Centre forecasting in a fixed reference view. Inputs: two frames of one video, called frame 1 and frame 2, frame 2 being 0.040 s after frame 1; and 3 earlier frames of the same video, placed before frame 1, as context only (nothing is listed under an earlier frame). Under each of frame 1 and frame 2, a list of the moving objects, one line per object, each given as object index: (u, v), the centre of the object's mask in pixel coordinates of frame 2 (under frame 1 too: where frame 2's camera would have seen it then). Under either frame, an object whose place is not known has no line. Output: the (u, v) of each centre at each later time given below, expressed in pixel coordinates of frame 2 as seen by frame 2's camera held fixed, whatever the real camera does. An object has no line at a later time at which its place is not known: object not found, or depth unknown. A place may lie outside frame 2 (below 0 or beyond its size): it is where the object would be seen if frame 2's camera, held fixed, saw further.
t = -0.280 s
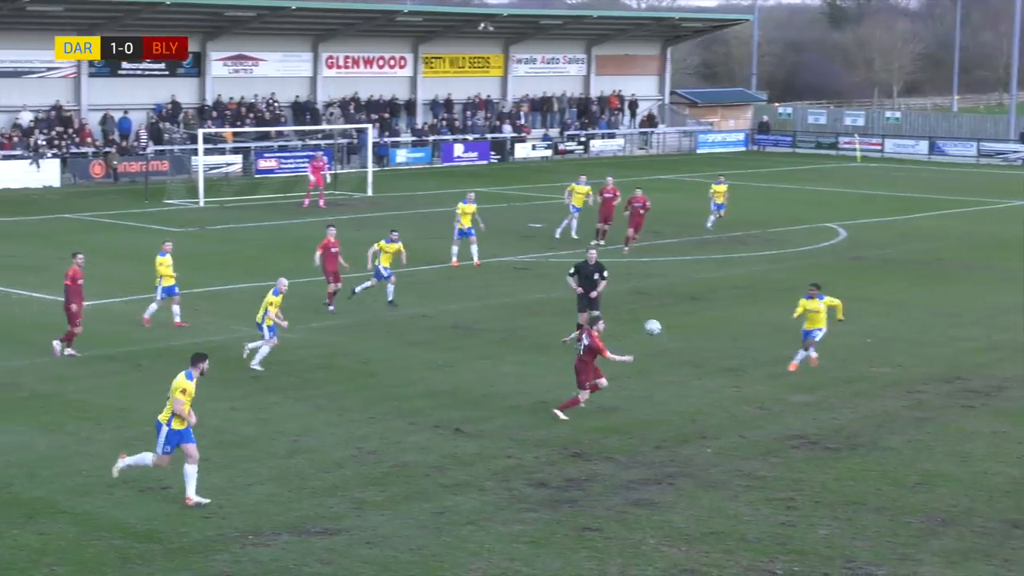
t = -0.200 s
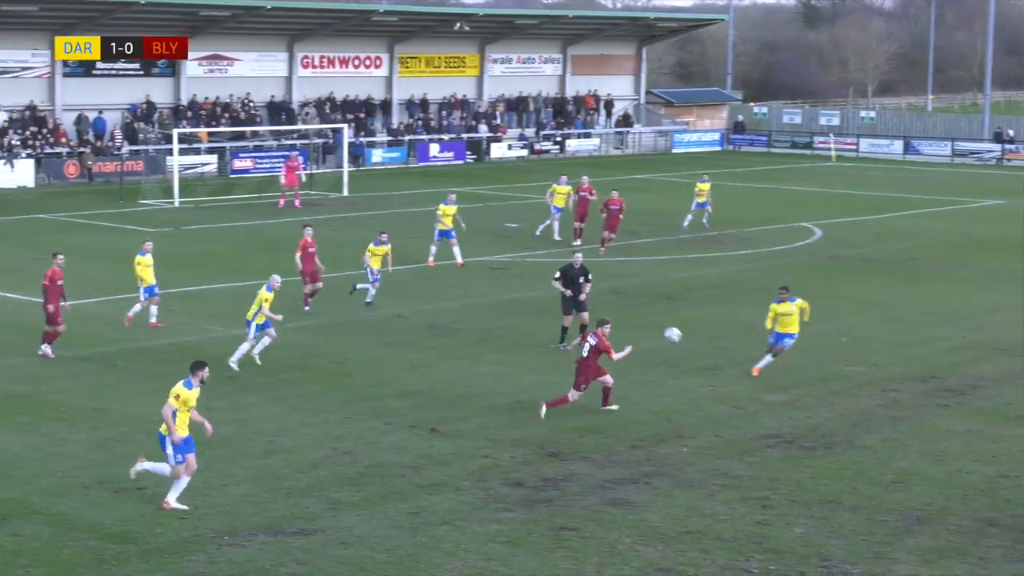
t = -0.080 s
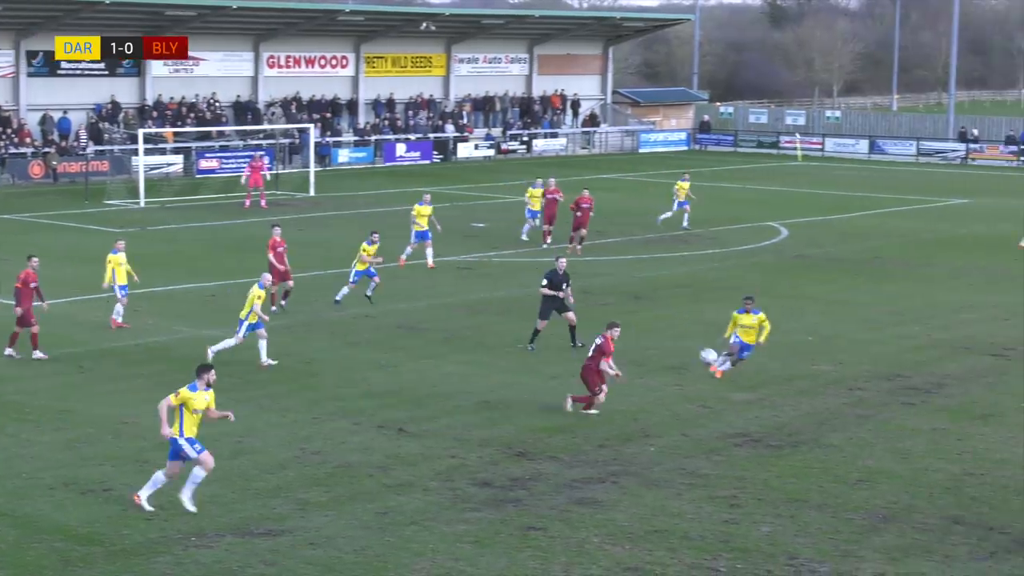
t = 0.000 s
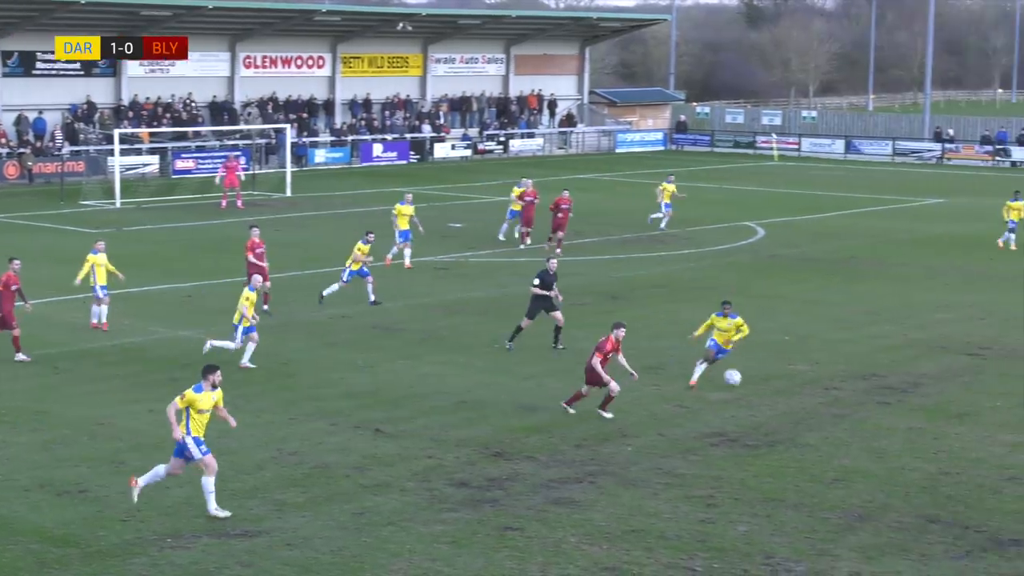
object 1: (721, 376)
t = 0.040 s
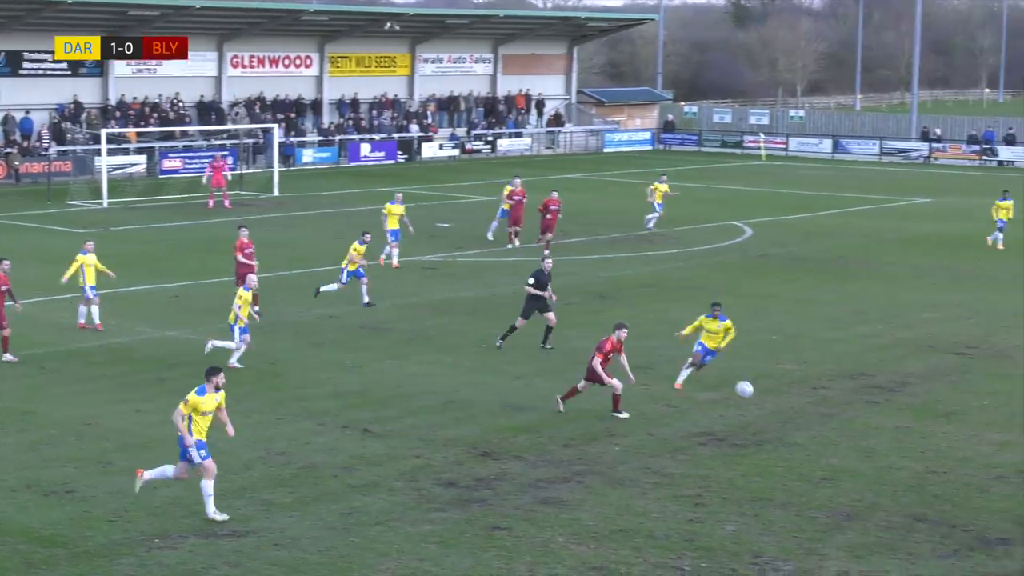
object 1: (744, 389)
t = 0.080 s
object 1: (768, 403)
